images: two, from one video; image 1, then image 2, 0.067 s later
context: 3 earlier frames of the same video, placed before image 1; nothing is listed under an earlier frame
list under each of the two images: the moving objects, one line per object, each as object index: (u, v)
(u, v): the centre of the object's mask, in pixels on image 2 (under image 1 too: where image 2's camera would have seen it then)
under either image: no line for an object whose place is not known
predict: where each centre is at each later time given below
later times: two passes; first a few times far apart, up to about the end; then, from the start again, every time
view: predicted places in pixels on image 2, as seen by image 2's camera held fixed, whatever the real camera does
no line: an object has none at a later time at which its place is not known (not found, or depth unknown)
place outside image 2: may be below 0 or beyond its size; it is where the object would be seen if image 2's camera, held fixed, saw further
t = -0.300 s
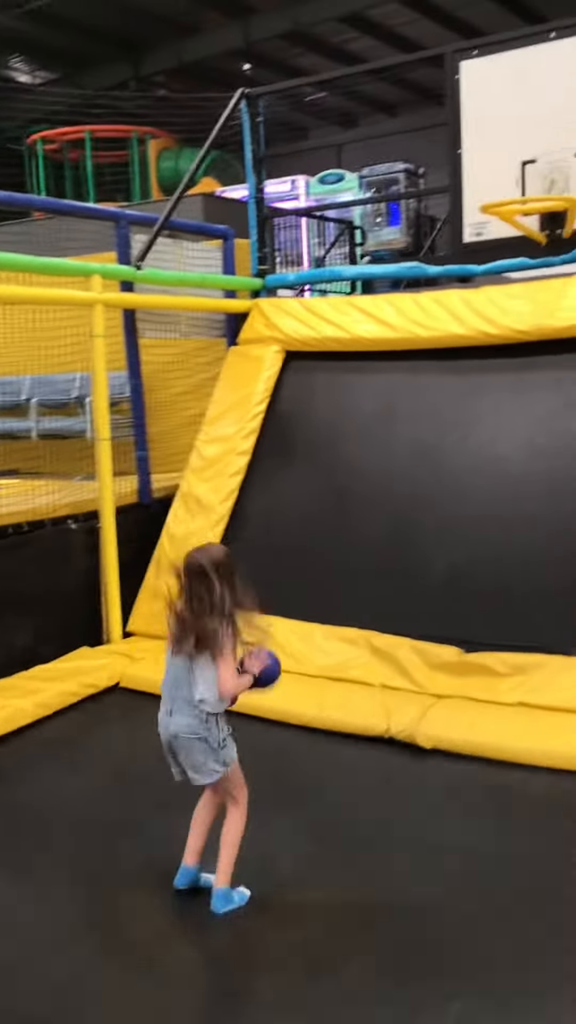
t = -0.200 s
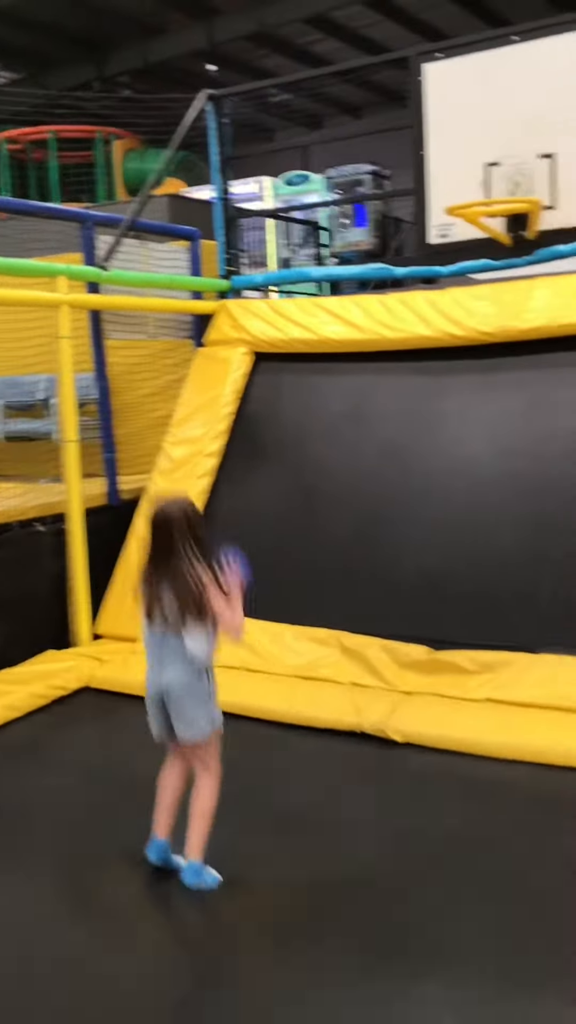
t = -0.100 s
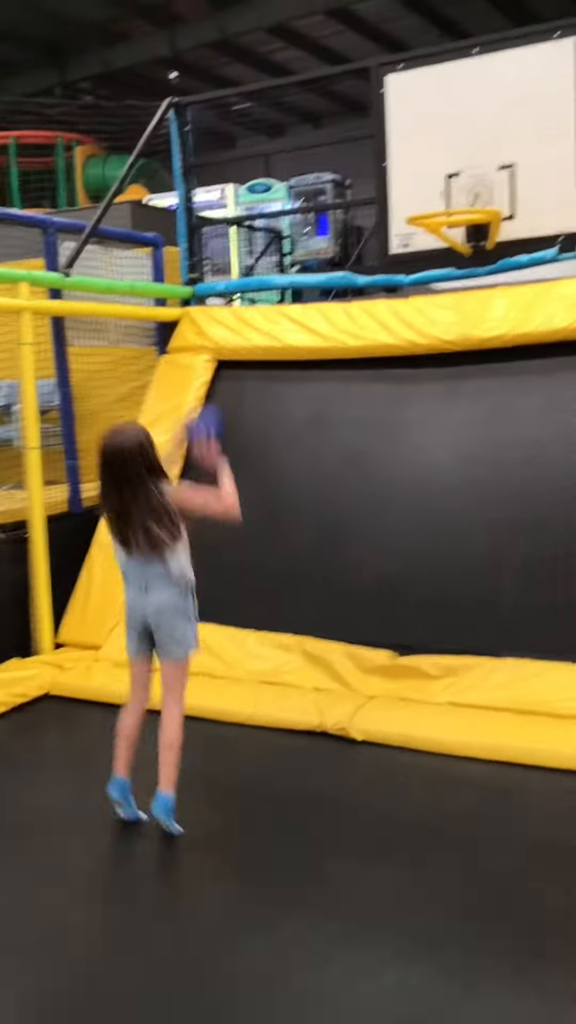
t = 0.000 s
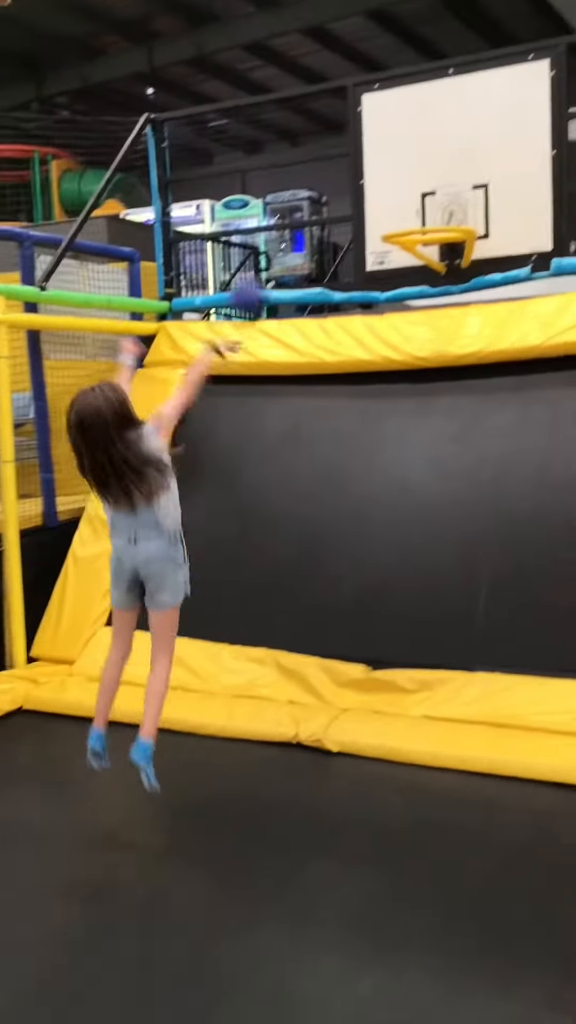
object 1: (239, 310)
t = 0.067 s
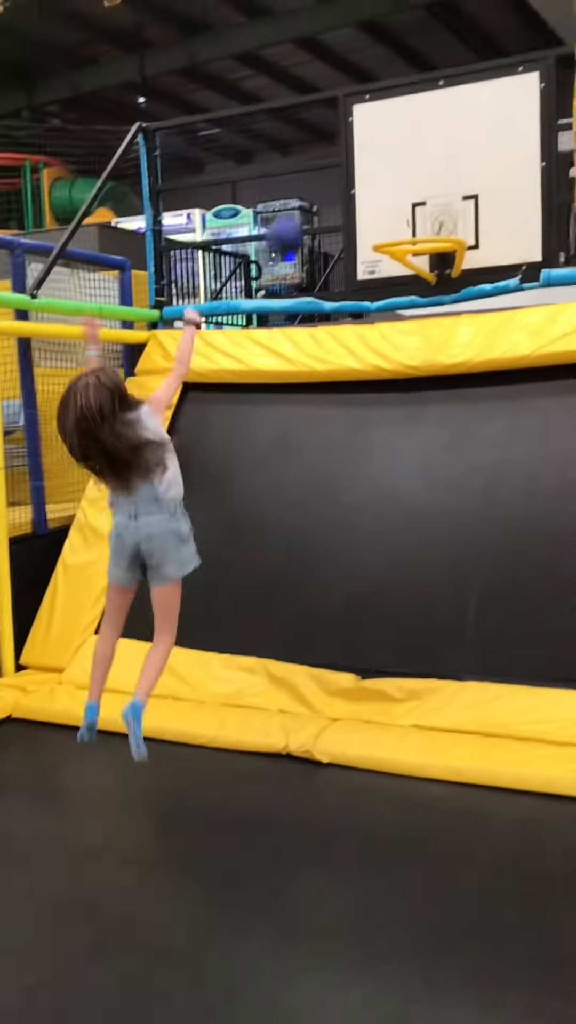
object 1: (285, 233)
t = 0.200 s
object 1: (365, 144)
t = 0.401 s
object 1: (458, 103)
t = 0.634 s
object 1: (489, 127)
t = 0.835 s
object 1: (471, 218)
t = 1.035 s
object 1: (453, 404)
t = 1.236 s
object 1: (432, 706)
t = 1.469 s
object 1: (352, 866)
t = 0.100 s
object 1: (310, 204)
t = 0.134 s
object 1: (328, 180)
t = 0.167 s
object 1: (346, 161)
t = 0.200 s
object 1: (365, 144)
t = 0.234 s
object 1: (383, 130)
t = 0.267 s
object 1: (399, 119)
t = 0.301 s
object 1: (415, 112)
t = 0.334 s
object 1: (430, 106)
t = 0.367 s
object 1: (444, 103)
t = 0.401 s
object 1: (458, 103)
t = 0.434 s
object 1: (471, 105)
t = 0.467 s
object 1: (484, 108)
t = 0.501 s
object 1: (496, 113)
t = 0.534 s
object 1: (496, 115)
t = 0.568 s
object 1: (494, 117)
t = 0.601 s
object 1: (491, 121)
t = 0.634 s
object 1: (489, 127)
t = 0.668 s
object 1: (486, 136)
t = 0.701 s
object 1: (483, 147)
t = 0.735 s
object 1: (480, 160)
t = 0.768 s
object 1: (478, 176)
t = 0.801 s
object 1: (475, 195)
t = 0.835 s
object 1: (471, 218)
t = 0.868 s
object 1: (469, 242)
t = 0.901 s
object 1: (466, 269)
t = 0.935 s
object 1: (463, 295)
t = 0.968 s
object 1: (460, 331)
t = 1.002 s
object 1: (456, 372)
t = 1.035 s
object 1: (453, 404)
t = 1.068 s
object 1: (450, 451)
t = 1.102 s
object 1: (446, 493)
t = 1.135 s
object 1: (442, 540)
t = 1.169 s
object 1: (439, 590)
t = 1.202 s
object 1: (436, 647)
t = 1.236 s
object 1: (432, 706)
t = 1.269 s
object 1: (428, 758)
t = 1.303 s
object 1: (417, 770)
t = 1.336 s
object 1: (405, 786)
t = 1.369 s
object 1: (393, 805)
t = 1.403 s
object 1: (380, 828)
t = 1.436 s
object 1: (366, 853)
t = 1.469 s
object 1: (352, 866)
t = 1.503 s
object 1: (335, 878)
